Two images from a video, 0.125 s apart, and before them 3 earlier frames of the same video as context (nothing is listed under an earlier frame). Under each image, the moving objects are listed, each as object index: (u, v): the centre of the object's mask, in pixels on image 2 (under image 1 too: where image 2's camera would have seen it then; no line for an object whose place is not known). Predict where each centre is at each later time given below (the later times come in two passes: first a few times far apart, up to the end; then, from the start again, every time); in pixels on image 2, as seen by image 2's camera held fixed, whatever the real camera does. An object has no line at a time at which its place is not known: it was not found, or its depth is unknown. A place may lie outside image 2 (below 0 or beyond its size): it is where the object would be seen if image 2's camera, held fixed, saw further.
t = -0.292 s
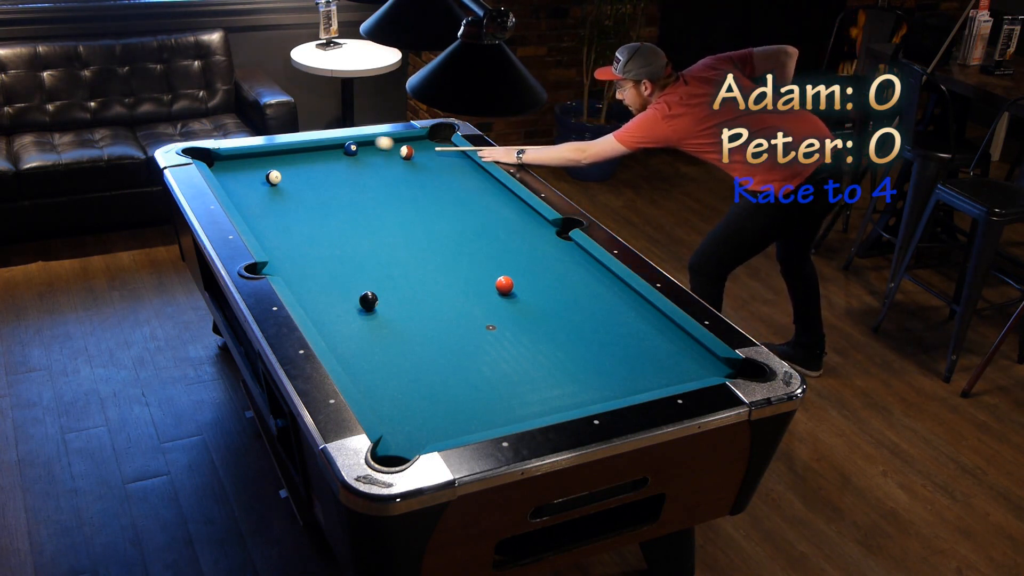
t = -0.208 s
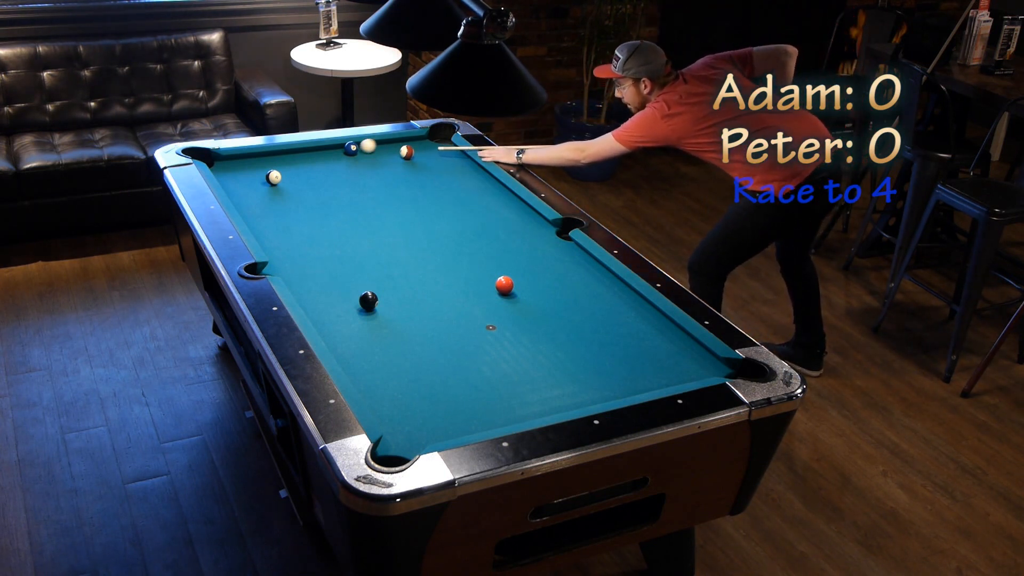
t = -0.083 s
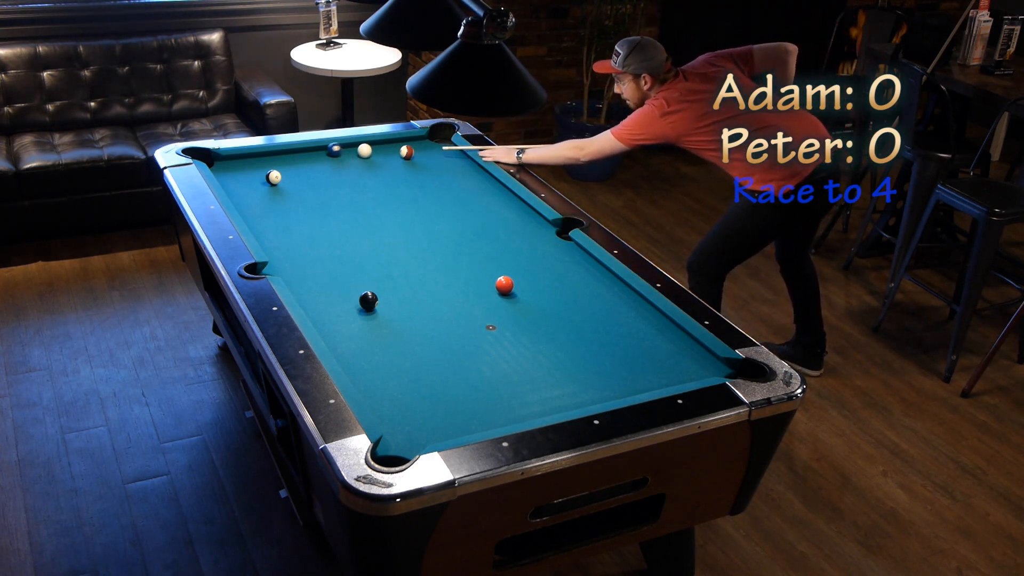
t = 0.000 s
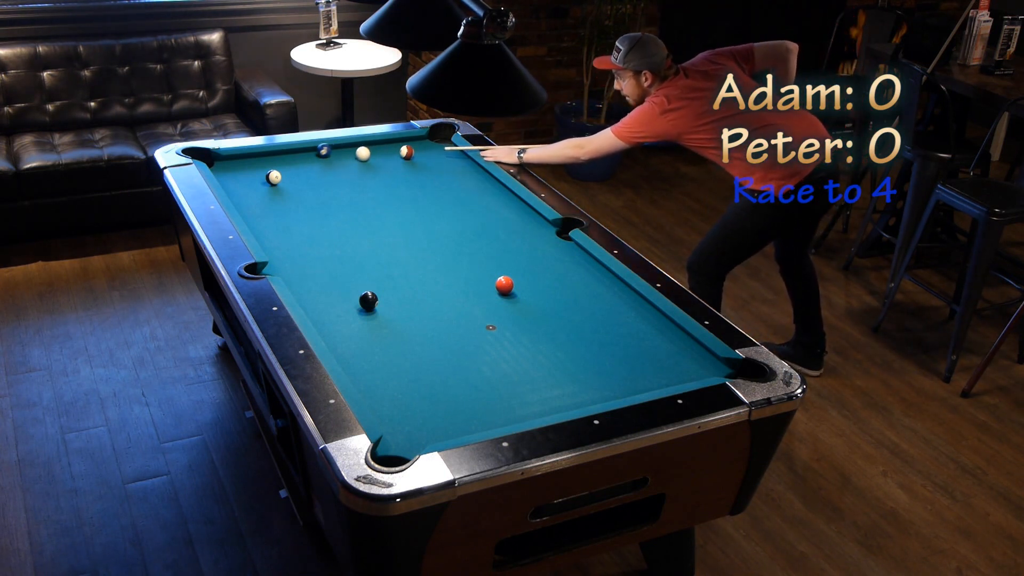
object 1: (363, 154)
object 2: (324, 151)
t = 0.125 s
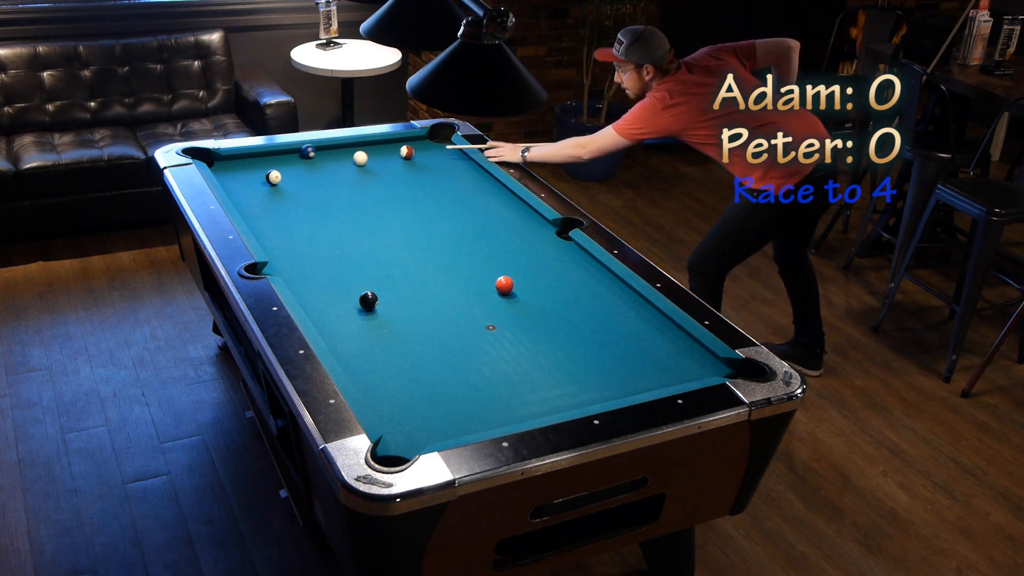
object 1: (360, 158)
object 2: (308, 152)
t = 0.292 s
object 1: (357, 164)
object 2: (287, 153)
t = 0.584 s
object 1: (351, 175)
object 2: (252, 157)
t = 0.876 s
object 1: (346, 185)
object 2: (222, 160)
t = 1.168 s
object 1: (341, 195)
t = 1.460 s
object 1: (336, 204)
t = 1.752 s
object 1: (330, 213)
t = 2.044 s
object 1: (325, 222)
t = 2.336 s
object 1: (320, 230)
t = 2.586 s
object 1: (316, 236)
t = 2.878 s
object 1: (312, 243)
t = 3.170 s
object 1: (307, 249)
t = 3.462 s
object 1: (304, 254)
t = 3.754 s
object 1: (301, 258)
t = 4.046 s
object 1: (298, 261)
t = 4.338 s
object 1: (296, 263)
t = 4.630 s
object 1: (295, 264)
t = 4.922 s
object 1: (295, 264)
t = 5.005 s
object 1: (295, 264)
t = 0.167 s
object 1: (359, 160)
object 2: (303, 152)
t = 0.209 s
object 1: (359, 161)
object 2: (297, 152)
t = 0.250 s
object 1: (358, 163)
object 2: (292, 153)
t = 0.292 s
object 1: (357, 164)
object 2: (287, 153)
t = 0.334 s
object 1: (356, 166)
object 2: (281, 154)
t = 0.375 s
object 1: (356, 167)
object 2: (277, 154)
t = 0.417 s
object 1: (355, 169)
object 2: (271, 155)
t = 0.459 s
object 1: (354, 170)
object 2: (266, 155)
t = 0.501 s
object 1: (353, 172)
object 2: (261, 156)
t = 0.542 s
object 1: (352, 173)
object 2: (257, 156)
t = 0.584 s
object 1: (351, 175)
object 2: (252, 157)
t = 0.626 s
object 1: (351, 176)
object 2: (248, 157)
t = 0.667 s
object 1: (350, 178)
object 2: (243, 158)
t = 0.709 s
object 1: (349, 179)
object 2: (239, 158)
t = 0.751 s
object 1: (348, 180)
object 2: (234, 159)
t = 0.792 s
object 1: (347, 182)
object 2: (230, 159)
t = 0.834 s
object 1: (347, 183)
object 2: (226, 160)
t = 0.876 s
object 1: (346, 185)
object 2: (222, 160)
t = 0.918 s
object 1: (345, 186)
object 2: (219, 161)
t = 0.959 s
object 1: (344, 188)
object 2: (215, 161)
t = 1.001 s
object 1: (343, 189)
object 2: (211, 161)
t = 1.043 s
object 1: (343, 191)
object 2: (207, 160)
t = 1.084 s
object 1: (342, 192)
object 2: (205, 160)
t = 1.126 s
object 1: (341, 193)
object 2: (203, 160)
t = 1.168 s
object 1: (341, 195)
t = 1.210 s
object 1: (340, 196)
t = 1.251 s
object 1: (339, 198)
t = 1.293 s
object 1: (338, 199)
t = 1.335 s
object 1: (338, 200)
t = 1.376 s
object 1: (337, 202)
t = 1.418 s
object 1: (336, 203)
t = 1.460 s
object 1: (336, 204)
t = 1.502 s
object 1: (335, 206)
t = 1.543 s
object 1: (334, 207)
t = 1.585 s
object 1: (333, 208)
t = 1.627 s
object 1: (332, 210)
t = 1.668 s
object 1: (332, 211)
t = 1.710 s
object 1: (331, 212)
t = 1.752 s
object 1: (330, 213)
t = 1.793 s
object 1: (329, 215)
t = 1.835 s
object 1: (329, 216)
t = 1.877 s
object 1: (328, 217)
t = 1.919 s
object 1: (327, 218)
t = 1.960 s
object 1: (327, 220)
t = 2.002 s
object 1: (326, 221)
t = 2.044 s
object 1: (325, 222)
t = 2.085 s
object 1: (324, 223)
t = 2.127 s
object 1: (324, 224)
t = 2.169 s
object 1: (323, 225)
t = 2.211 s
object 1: (322, 227)
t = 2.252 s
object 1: (321, 228)
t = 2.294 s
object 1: (321, 229)
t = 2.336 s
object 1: (320, 230)
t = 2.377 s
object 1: (319, 231)
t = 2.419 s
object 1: (319, 232)
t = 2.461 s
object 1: (318, 233)
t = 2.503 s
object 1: (317, 234)
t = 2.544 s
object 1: (317, 235)
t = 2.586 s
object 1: (316, 236)
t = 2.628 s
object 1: (316, 237)
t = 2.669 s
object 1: (315, 238)
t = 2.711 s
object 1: (314, 239)
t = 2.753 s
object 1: (314, 240)
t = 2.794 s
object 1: (313, 241)
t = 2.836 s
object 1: (312, 242)
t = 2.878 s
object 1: (312, 243)
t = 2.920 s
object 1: (311, 244)
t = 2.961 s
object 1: (311, 245)
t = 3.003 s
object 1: (310, 246)
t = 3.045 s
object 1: (309, 247)
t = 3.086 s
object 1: (309, 248)
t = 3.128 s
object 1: (308, 248)
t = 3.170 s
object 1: (307, 249)
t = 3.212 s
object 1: (307, 250)
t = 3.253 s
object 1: (306, 250)
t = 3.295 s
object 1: (306, 251)
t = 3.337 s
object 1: (305, 252)
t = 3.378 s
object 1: (305, 252)
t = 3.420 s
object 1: (304, 253)
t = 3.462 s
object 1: (304, 254)
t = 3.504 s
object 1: (303, 254)
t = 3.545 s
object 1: (303, 255)
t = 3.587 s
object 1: (302, 256)
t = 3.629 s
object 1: (302, 256)
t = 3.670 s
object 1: (302, 257)
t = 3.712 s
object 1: (301, 257)
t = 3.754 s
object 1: (301, 258)
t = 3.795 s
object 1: (300, 259)
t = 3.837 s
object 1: (300, 259)
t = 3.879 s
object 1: (300, 259)
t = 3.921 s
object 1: (299, 260)
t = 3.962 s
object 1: (299, 260)
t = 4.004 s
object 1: (299, 261)
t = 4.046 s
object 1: (298, 261)
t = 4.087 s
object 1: (298, 261)
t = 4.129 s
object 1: (298, 262)
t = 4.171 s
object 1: (297, 262)
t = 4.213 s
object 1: (297, 262)
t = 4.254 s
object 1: (297, 263)
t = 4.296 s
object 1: (296, 263)
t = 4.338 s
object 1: (296, 263)
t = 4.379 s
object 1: (296, 263)
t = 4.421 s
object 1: (296, 264)
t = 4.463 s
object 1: (296, 264)
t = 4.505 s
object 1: (295, 264)
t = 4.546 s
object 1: (295, 264)
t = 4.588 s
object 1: (295, 264)
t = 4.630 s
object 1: (295, 264)
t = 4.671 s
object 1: (295, 264)
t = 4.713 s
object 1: (295, 264)
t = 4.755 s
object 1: (295, 264)
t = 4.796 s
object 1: (295, 264)
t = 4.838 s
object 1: (295, 264)
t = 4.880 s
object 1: (295, 264)
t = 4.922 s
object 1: (295, 264)
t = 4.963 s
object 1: (295, 264)
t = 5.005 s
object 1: (295, 264)
